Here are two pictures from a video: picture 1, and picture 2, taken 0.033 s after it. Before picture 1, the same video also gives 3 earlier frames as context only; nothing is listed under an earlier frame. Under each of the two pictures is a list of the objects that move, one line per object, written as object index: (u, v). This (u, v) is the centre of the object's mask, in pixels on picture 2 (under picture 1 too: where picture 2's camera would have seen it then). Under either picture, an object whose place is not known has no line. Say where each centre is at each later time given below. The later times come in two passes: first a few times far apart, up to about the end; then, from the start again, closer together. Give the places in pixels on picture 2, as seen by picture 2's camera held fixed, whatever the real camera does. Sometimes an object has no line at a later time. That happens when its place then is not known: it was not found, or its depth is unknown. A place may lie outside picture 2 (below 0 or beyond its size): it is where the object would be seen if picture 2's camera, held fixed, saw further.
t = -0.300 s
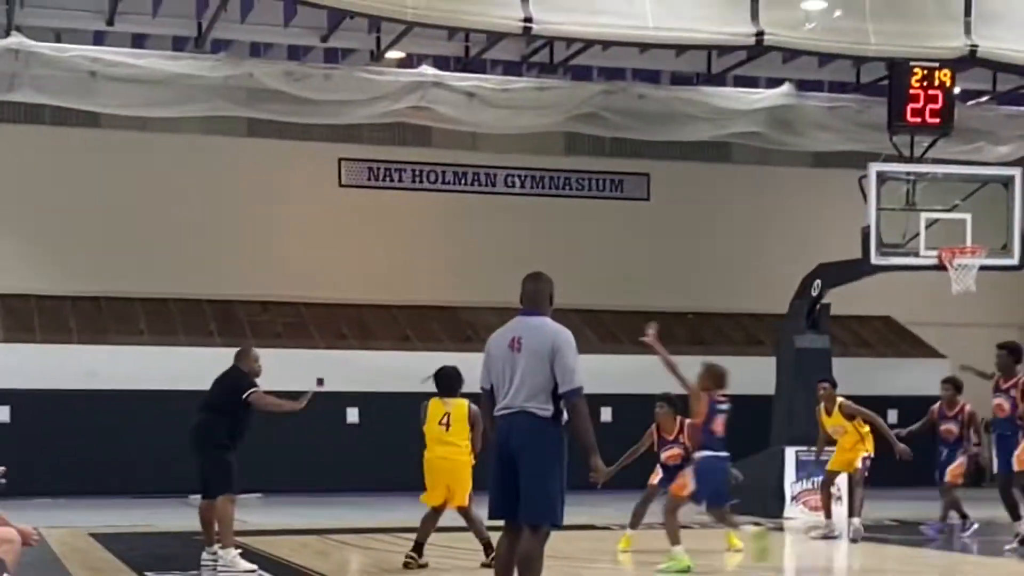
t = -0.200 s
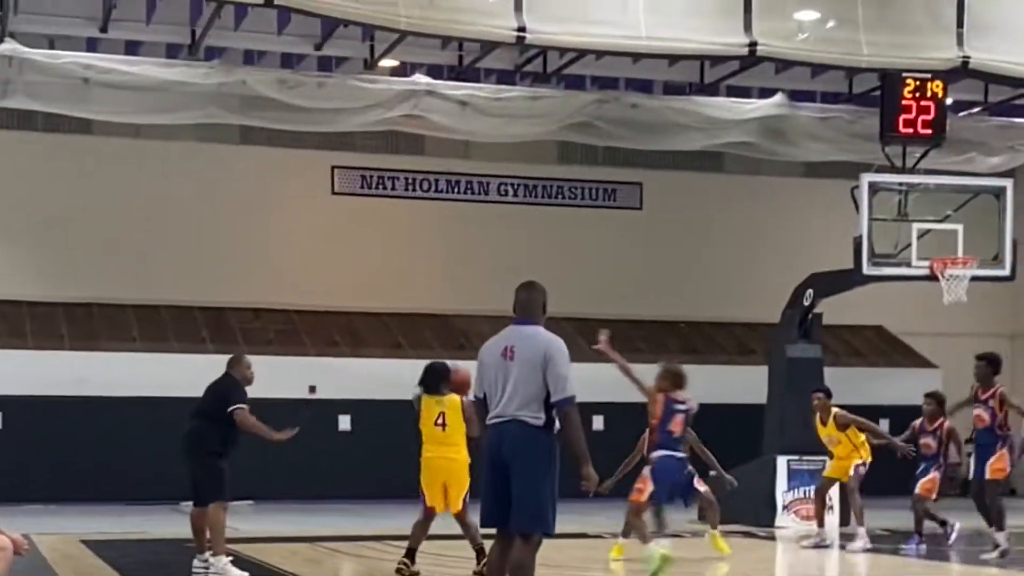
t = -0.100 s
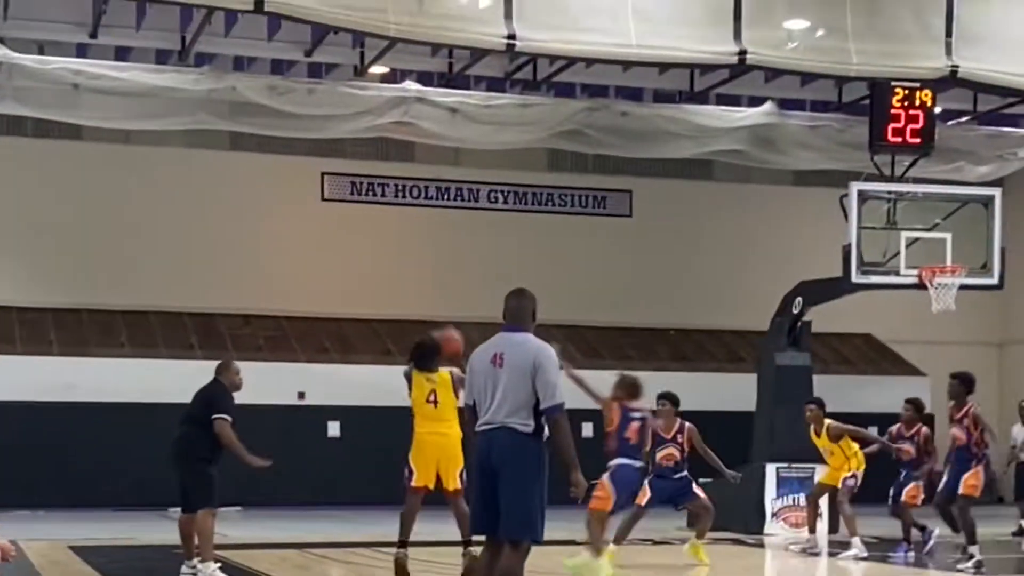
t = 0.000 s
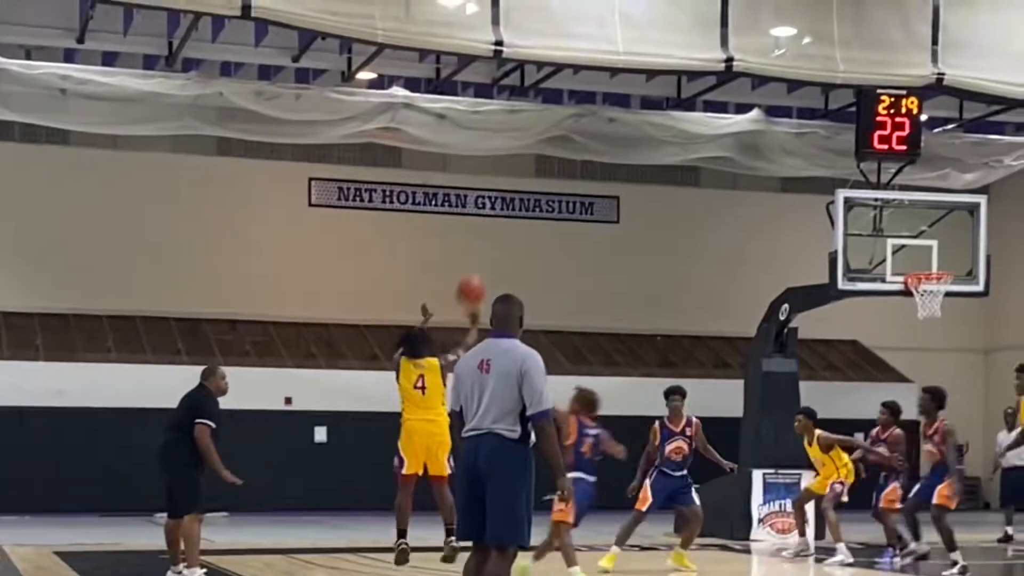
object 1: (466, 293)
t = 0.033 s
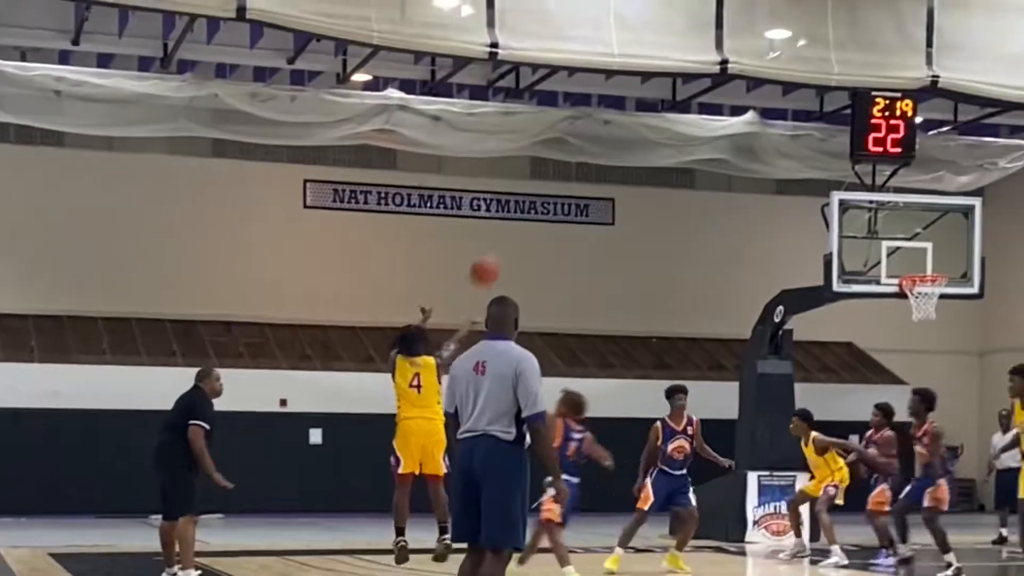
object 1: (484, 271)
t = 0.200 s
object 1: (572, 186)
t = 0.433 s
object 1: (678, 133)
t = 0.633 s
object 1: (758, 131)
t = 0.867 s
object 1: (839, 179)
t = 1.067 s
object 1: (902, 255)
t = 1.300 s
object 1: (929, 288)
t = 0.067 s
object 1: (502, 250)
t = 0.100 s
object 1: (520, 233)
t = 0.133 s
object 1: (539, 214)
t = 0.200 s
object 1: (572, 186)
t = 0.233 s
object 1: (588, 173)
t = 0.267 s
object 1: (604, 164)
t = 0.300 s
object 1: (620, 154)
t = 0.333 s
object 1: (635, 146)
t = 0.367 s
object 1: (649, 140)
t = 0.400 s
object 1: (663, 135)
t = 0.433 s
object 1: (678, 133)
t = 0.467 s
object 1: (692, 129)
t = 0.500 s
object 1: (705, 126)
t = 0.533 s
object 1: (719, 126)
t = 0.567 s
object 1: (732, 127)
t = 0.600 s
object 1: (745, 130)
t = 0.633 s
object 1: (758, 131)
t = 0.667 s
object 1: (769, 135)
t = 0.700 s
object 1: (782, 141)
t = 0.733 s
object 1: (793, 146)
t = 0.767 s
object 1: (805, 153)
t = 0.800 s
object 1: (816, 161)
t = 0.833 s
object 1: (828, 170)
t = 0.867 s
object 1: (839, 179)
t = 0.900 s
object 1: (850, 189)
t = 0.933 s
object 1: (860, 201)
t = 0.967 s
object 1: (871, 213)
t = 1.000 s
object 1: (881, 226)
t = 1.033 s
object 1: (891, 239)
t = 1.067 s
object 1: (902, 255)
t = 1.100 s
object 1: (912, 268)
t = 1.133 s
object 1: (924, 279)
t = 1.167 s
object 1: (934, 287)
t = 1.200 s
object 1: (937, 289)
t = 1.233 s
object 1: (938, 291)
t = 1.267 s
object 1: (933, 292)
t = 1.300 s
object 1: (929, 288)
